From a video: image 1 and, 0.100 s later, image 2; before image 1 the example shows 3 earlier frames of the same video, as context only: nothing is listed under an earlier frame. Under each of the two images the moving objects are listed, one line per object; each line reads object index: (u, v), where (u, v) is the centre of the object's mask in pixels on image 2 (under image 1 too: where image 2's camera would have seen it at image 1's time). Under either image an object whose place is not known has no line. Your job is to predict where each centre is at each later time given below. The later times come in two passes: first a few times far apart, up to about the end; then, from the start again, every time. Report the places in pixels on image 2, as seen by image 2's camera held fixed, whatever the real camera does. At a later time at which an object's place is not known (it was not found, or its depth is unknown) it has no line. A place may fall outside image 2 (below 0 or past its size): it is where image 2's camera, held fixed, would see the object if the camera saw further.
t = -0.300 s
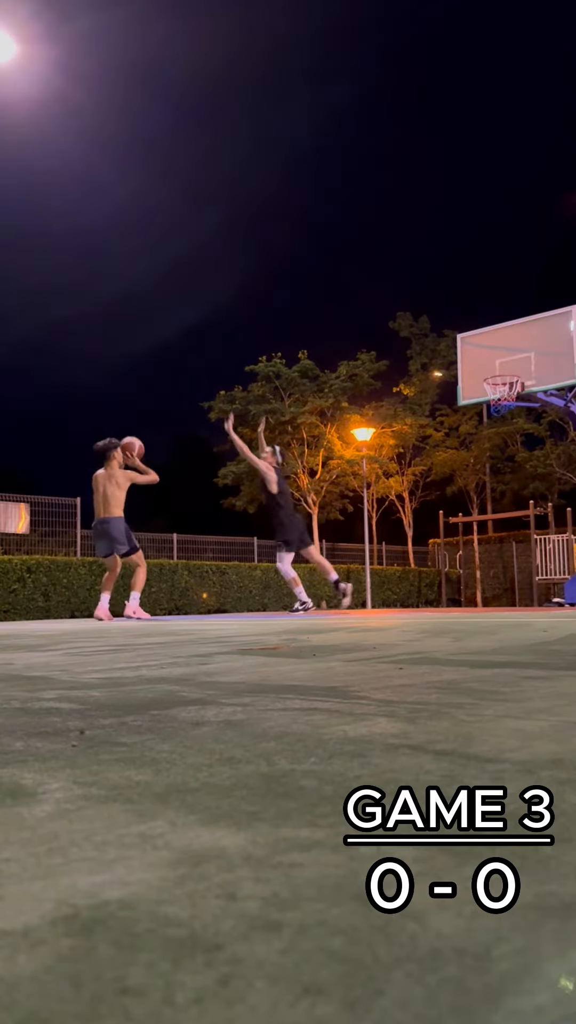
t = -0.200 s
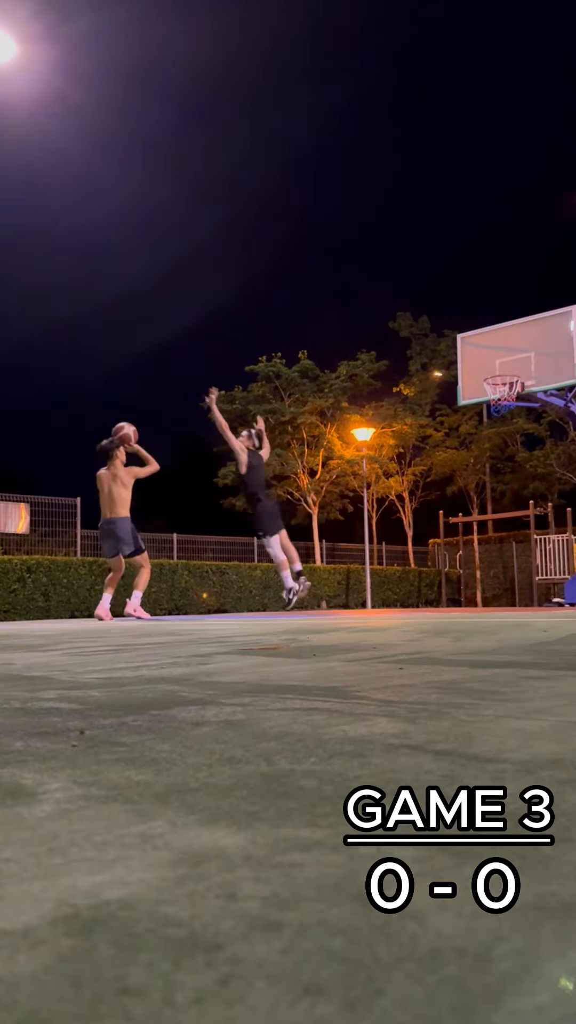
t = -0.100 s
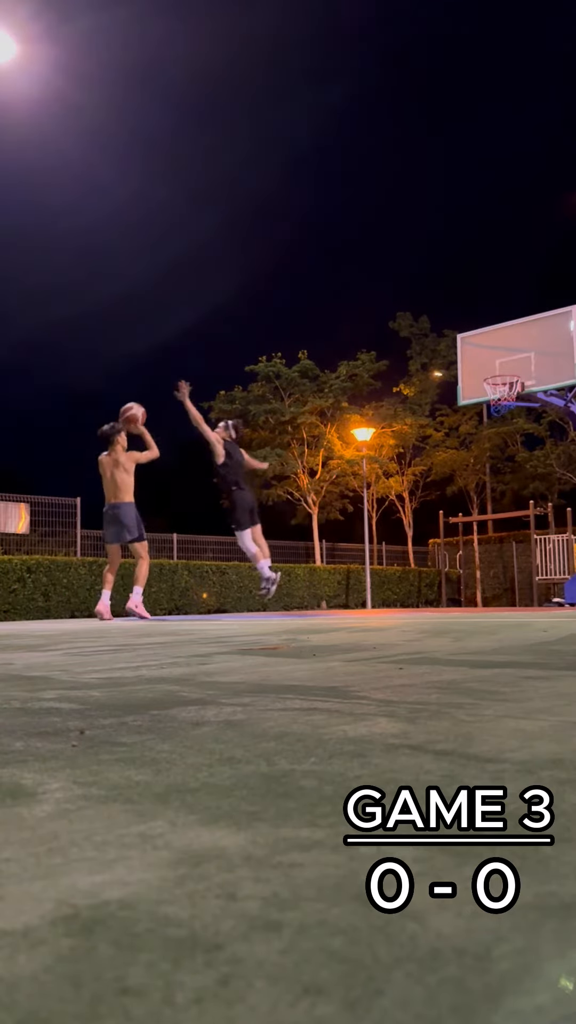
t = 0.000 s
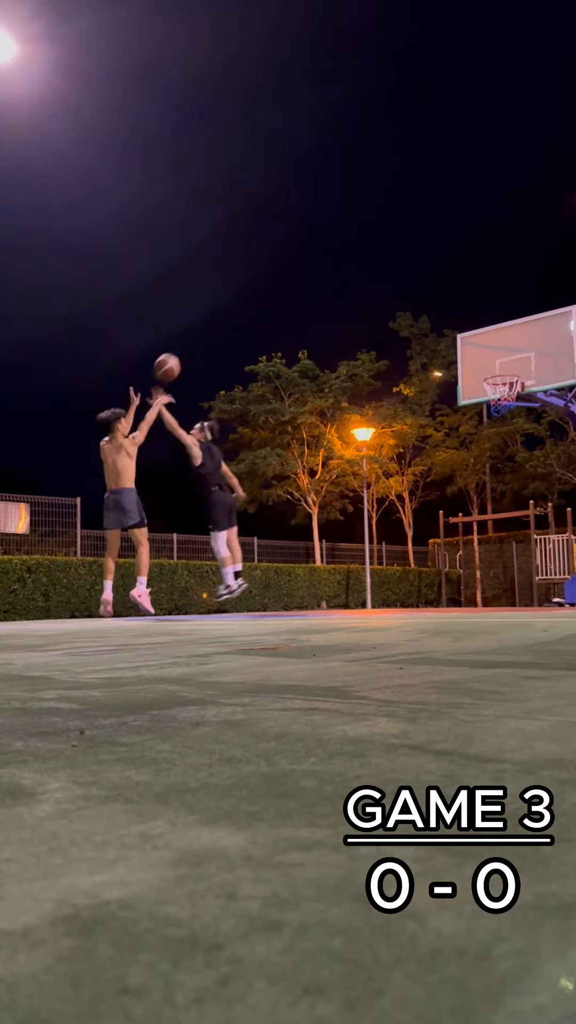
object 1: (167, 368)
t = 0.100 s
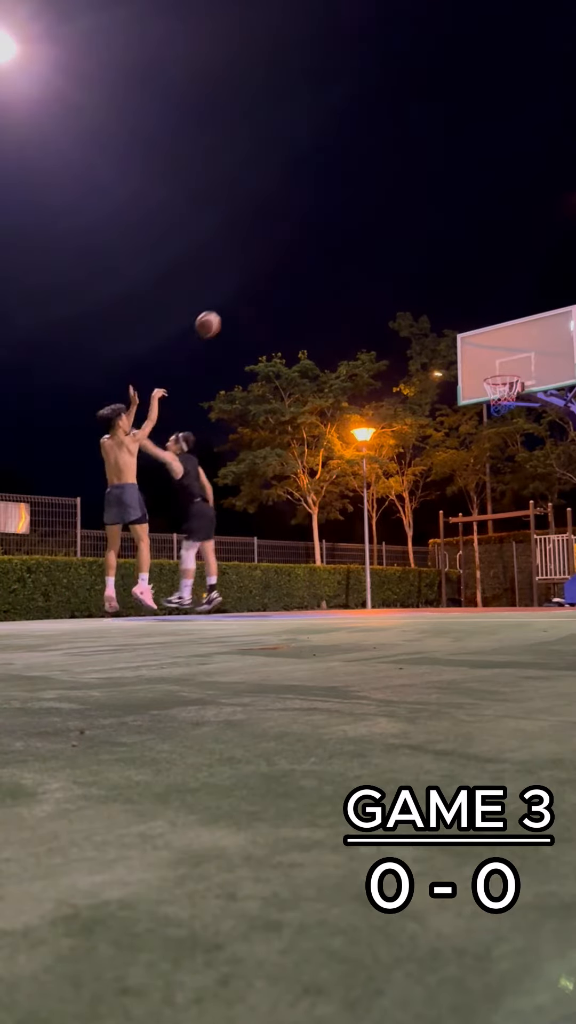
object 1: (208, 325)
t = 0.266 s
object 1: (270, 279)
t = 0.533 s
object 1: (355, 262)
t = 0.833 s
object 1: (436, 308)
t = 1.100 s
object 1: (477, 369)
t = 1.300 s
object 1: (435, 366)
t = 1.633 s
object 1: (354, 433)
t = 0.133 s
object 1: (221, 312)
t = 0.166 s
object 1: (234, 303)
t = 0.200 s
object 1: (246, 293)
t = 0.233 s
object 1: (258, 286)
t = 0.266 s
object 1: (270, 279)
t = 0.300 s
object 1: (281, 273)
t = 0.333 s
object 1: (292, 269)
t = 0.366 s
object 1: (303, 266)
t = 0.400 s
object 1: (314, 263)
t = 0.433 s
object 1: (325, 261)
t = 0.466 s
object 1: (335, 261)
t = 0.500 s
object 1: (345, 261)
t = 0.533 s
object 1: (355, 262)
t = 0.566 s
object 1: (365, 264)
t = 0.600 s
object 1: (374, 267)
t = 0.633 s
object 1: (384, 271)
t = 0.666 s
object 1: (393, 275)
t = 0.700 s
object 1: (402, 280)
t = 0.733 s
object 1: (411, 286)
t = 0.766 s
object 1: (419, 293)
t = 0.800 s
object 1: (428, 300)
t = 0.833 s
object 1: (436, 308)
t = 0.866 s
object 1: (444, 316)
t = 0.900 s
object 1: (452, 325)
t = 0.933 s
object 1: (460, 335)
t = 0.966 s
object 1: (468, 345)
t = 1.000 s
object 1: (476, 357)
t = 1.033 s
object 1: (485, 369)
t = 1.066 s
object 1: (484, 372)
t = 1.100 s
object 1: (477, 369)
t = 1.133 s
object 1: (470, 366)
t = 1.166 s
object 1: (463, 365)
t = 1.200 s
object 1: (455, 363)
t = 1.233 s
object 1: (448, 363)
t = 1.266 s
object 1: (442, 364)
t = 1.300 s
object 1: (435, 366)
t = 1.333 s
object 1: (427, 367)
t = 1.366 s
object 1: (419, 370)
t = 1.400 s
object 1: (412, 375)
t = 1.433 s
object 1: (404, 381)
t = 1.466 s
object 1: (397, 387)
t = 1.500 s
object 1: (389, 393)
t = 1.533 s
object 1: (380, 401)
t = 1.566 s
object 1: (373, 410)
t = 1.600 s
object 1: (364, 420)
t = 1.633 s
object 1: (354, 433)
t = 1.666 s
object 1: (347, 445)
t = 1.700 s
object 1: (337, 460)
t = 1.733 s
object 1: (330, 473)
